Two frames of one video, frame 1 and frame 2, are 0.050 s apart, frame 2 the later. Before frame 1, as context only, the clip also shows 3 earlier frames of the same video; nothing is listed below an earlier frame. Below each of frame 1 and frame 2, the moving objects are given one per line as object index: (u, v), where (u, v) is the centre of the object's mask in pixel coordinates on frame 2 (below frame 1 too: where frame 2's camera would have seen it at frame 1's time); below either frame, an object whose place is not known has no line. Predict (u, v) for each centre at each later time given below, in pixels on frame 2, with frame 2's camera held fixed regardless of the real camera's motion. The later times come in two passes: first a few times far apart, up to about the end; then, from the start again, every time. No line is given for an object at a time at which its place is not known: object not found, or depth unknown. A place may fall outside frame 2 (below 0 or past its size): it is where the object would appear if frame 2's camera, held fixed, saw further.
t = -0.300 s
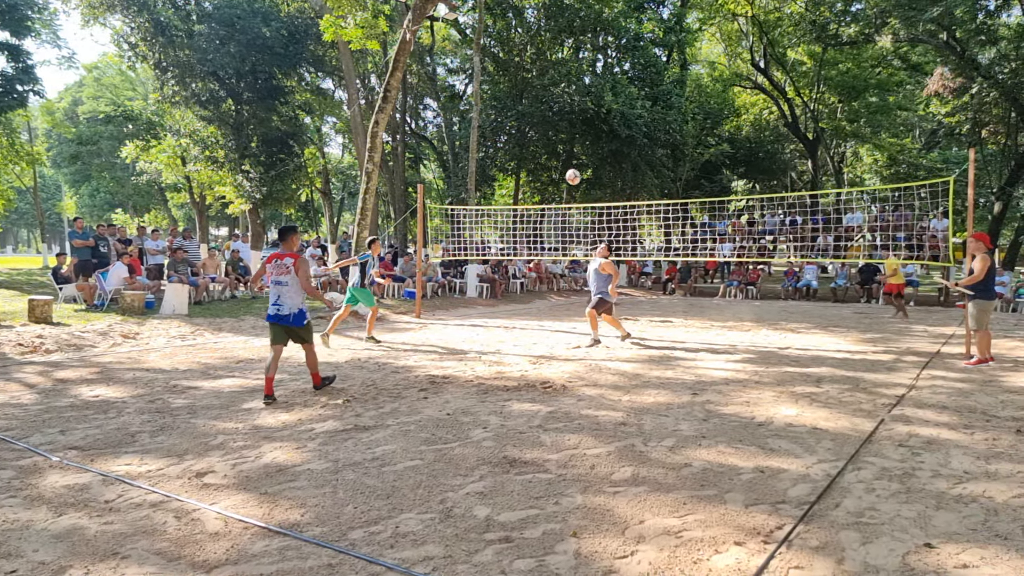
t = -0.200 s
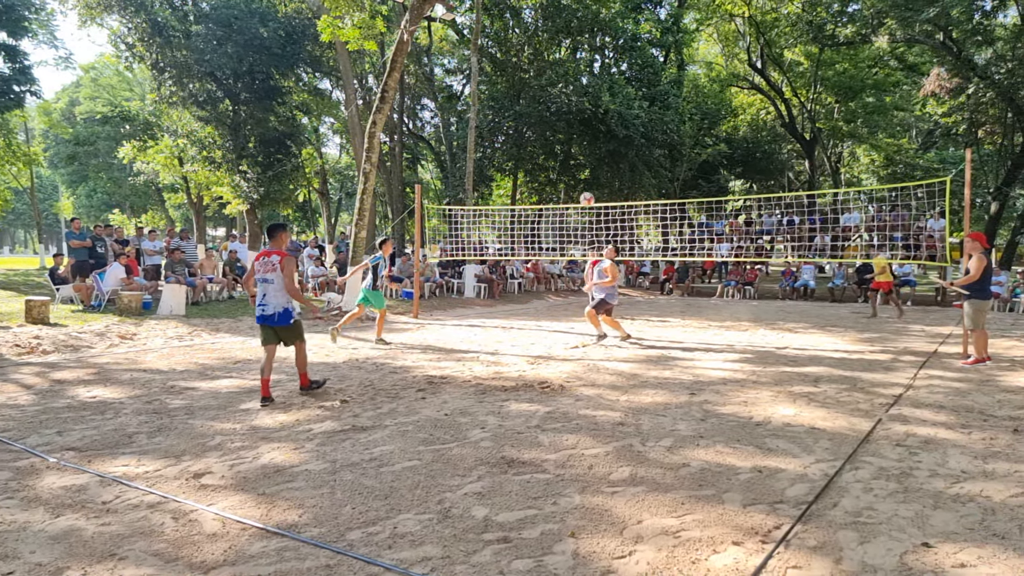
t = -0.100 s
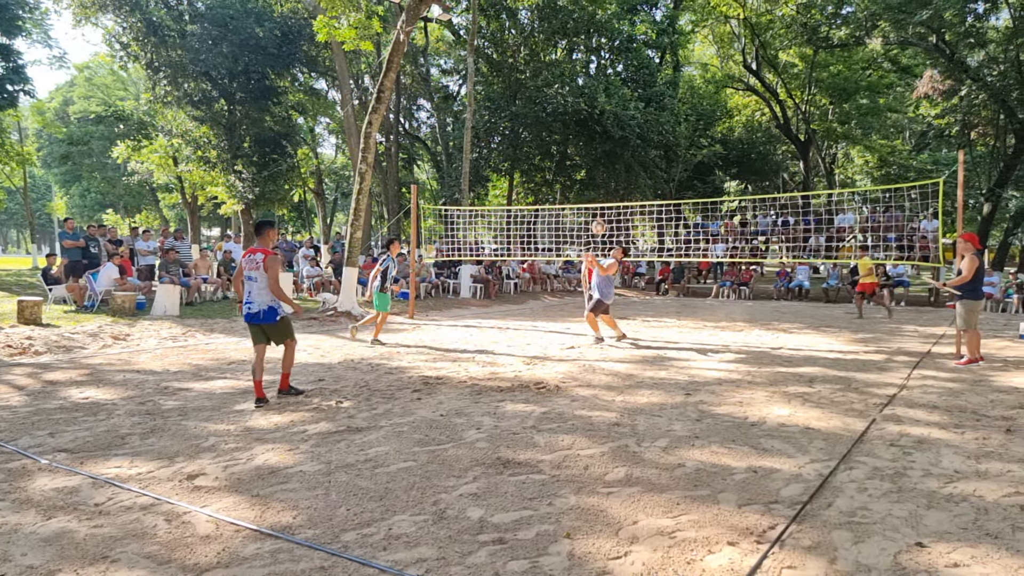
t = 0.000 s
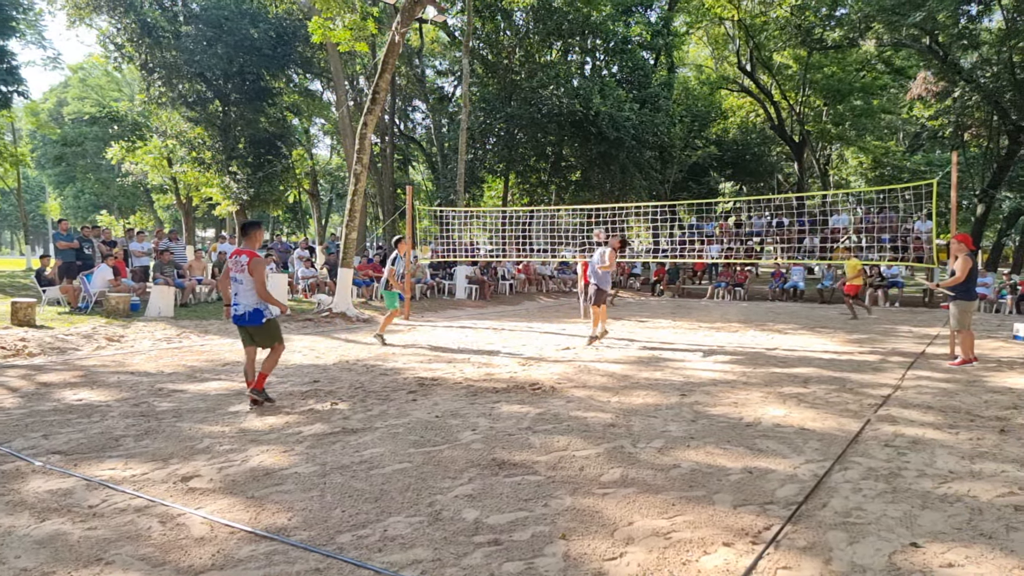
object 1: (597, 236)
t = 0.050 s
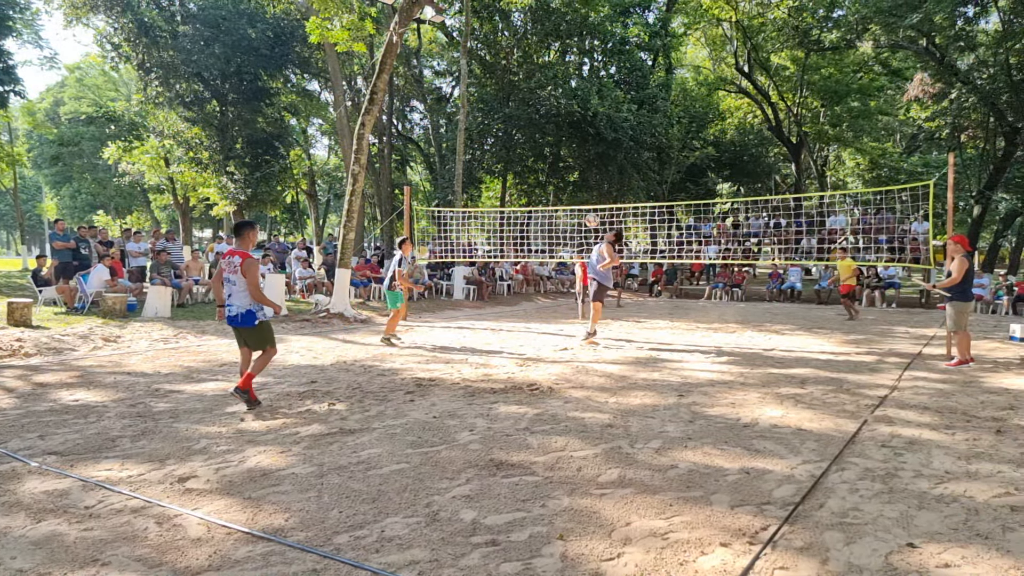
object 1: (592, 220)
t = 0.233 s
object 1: (573, 179)
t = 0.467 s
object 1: (552, 160)
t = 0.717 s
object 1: (527, 173)
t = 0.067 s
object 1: (590, 216)
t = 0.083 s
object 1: (588, 211)
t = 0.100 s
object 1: (586, 207)
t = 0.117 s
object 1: (584, 203)
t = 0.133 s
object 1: (582, 199)
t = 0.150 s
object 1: (581, 195)
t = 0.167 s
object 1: (579, 191)
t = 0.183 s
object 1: (578, 188)
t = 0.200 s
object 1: (577, 185)
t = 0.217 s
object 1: (575, 182)
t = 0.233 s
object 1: (573, 179)
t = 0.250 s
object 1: (572, 177)
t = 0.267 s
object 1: (570, 174)
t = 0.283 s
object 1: (569, 172)
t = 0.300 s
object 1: (566, 170)
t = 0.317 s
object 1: (565, 168)
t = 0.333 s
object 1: (564, 166)
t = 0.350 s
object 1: (562, 165)
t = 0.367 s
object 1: (560, 163)
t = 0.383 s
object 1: (559, 162)
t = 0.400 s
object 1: (558, 161)
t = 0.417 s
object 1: (557, 160)
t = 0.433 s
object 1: (555, 160)
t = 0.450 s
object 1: (554, 160)
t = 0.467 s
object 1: (552, 160)
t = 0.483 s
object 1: (551, 160)
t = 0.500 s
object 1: (549, 160)
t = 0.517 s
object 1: (547, 160)
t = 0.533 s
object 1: (546, 160)
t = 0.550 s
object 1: (544, 160)
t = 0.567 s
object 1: (543, 162)
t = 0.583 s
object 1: (541, 163)
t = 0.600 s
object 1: (540, 164)
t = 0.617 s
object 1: (538, 164)
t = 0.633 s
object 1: (536, 165)
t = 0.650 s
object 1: (535, 166)
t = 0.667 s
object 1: (533, 168)
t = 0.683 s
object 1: (531, 169)
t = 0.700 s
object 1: (529, 171)
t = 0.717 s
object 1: (527, 173)
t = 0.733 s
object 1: (525, 176)
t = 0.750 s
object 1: (524, 178)
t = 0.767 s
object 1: (522, 180)
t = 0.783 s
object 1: (521, 182)
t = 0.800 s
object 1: (520, 185)
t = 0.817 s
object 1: (518, 187)
